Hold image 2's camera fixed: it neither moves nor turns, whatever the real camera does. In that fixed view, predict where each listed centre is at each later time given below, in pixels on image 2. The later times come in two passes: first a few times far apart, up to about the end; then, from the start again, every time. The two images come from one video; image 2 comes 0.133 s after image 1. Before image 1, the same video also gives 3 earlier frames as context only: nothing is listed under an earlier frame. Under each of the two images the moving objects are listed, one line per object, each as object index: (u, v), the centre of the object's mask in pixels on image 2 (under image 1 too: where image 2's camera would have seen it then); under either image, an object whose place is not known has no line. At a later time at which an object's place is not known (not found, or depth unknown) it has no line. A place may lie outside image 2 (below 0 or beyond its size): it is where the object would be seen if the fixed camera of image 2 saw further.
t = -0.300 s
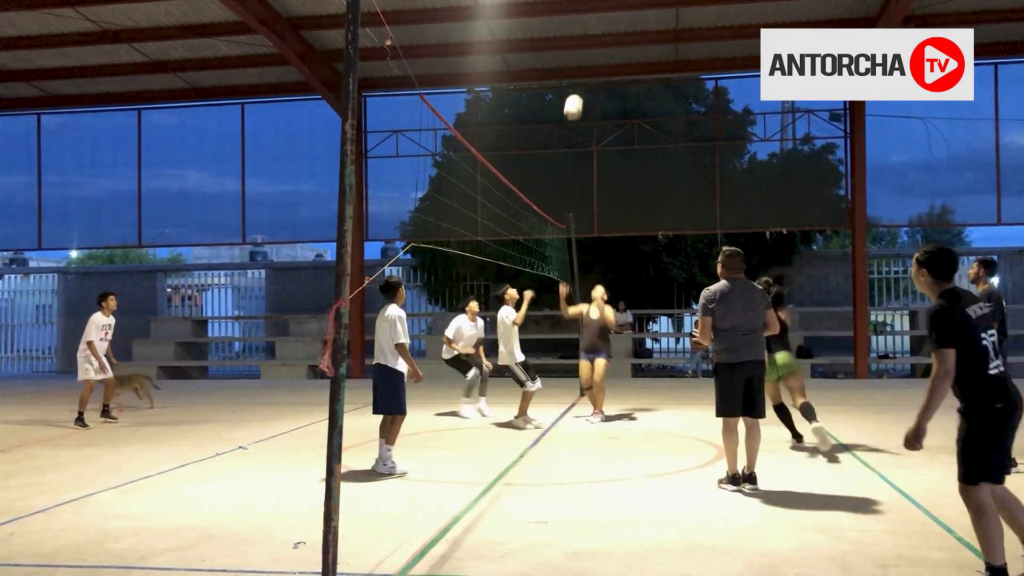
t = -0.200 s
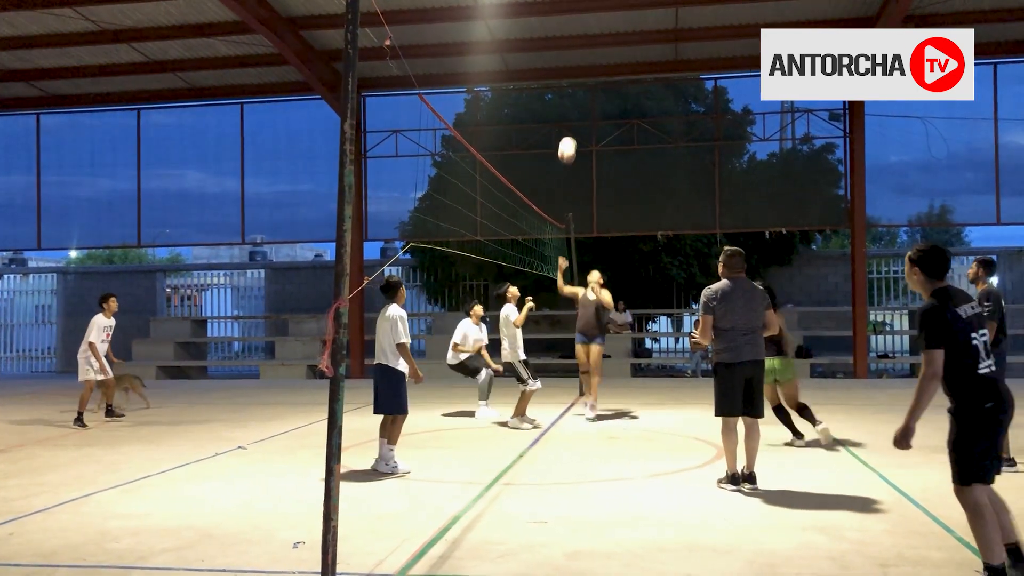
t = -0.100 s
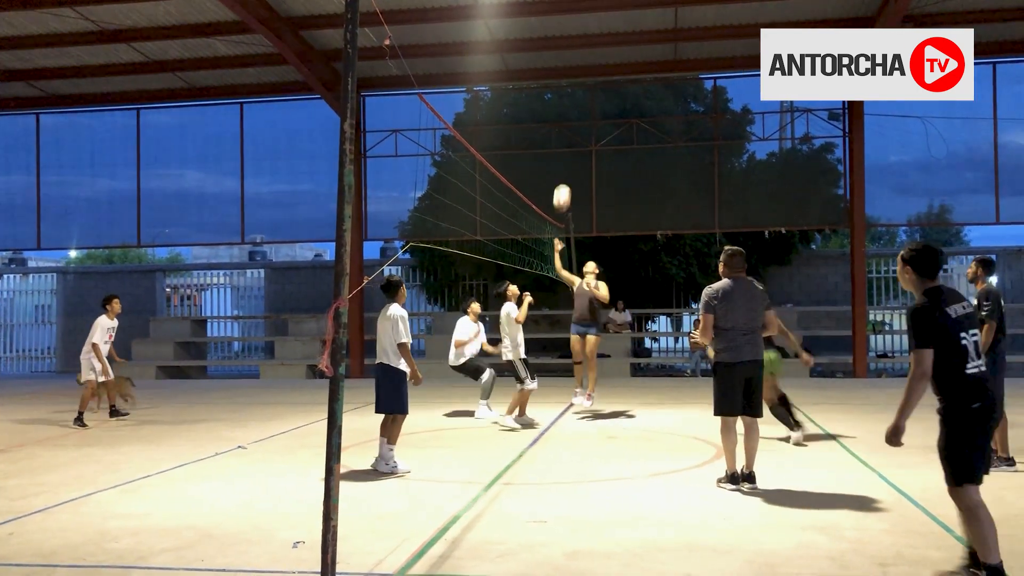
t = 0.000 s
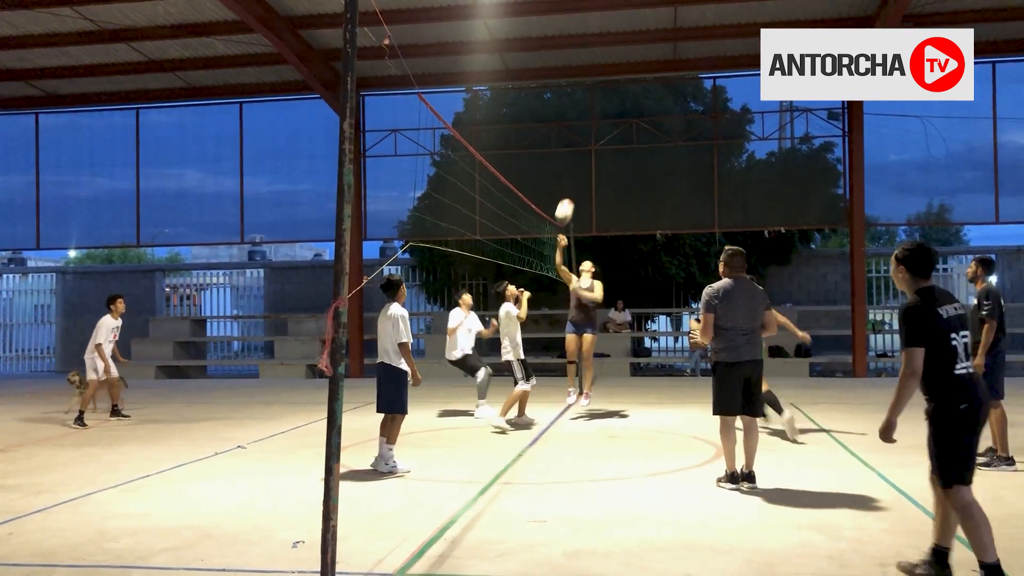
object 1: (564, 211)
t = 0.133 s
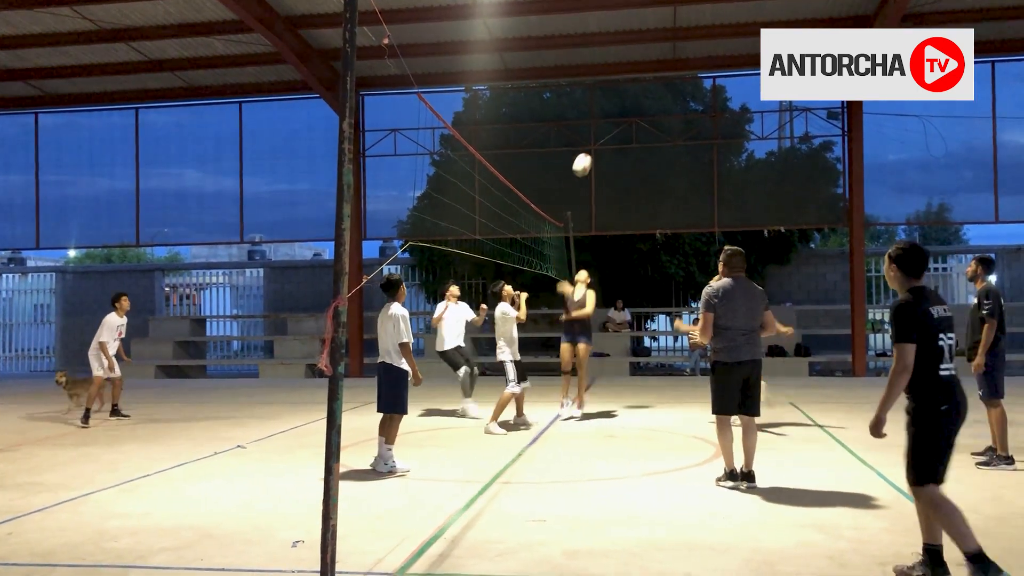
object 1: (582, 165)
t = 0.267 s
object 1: (600, 133)
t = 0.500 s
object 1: (633, 111)
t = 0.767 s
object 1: (672, 143)
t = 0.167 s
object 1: (587, 155)
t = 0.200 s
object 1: (591, 147)
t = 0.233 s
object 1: (596, 140)
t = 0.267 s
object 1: (600, 133)
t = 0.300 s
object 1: (605, 127)
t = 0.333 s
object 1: (609, 121)
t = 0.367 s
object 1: (614, 117)
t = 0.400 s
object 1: (619, 114)
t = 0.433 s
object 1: (623, 112)
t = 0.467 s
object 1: (628, 111)
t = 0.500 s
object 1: (633, 111)
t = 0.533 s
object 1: (638, 112)
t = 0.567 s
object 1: (642, 114)
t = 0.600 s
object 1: (648, 116)
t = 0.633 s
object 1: (653, 119)
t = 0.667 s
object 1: (658, 124)
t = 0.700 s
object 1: (662, 129)
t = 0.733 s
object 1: (668, 136)
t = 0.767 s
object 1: (672, 143)
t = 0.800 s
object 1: (677, 151)
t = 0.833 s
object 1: (682, 160)
